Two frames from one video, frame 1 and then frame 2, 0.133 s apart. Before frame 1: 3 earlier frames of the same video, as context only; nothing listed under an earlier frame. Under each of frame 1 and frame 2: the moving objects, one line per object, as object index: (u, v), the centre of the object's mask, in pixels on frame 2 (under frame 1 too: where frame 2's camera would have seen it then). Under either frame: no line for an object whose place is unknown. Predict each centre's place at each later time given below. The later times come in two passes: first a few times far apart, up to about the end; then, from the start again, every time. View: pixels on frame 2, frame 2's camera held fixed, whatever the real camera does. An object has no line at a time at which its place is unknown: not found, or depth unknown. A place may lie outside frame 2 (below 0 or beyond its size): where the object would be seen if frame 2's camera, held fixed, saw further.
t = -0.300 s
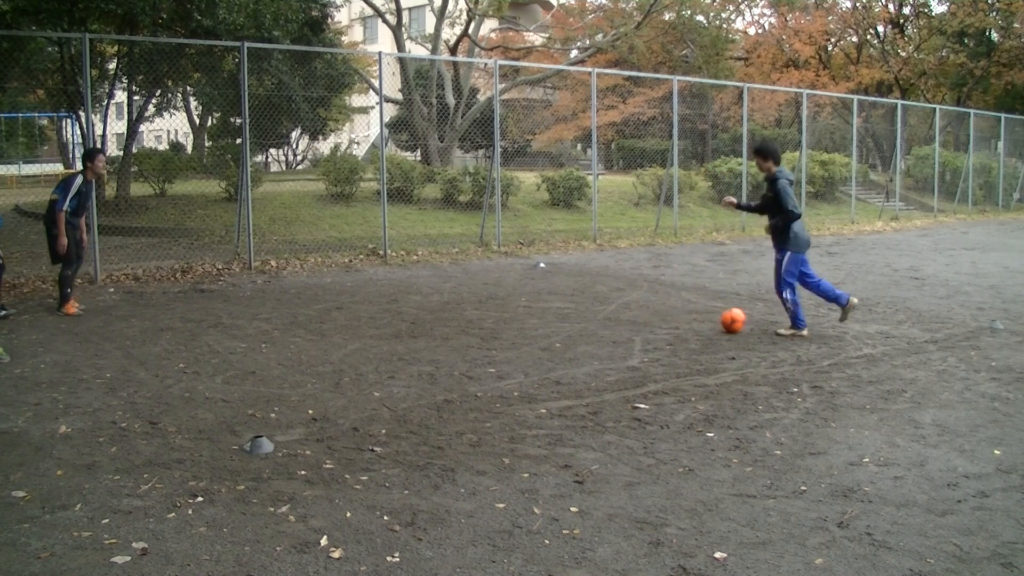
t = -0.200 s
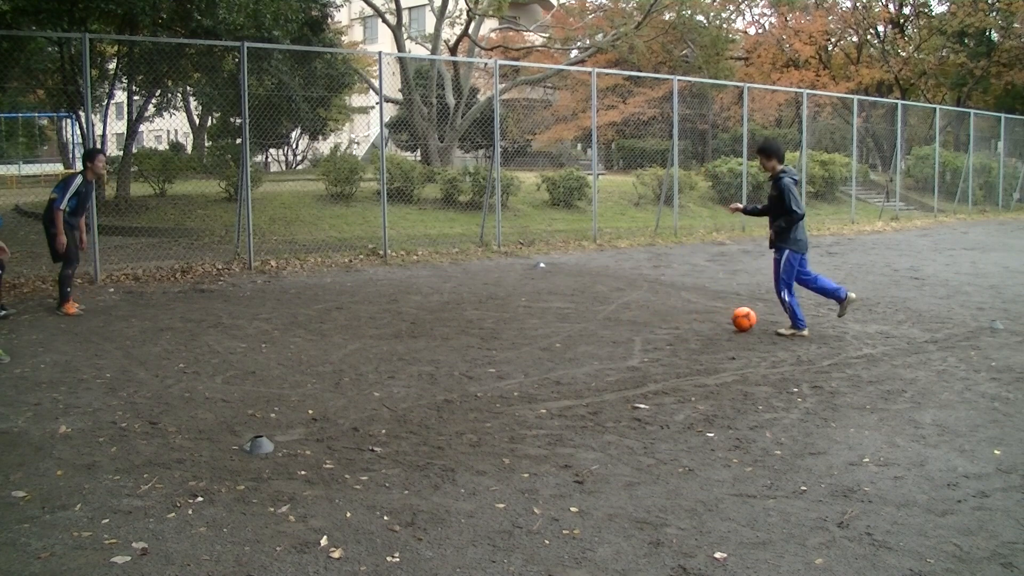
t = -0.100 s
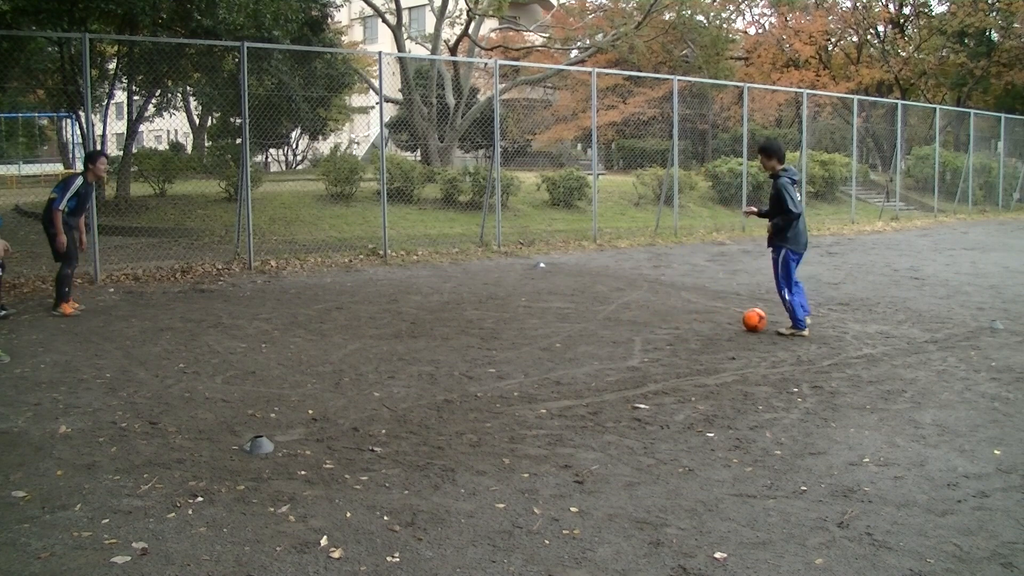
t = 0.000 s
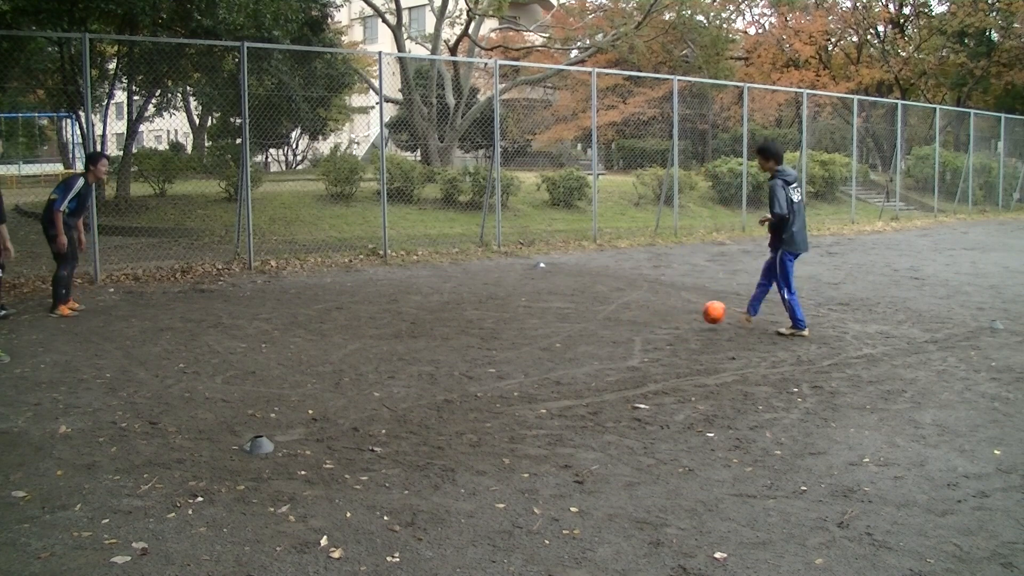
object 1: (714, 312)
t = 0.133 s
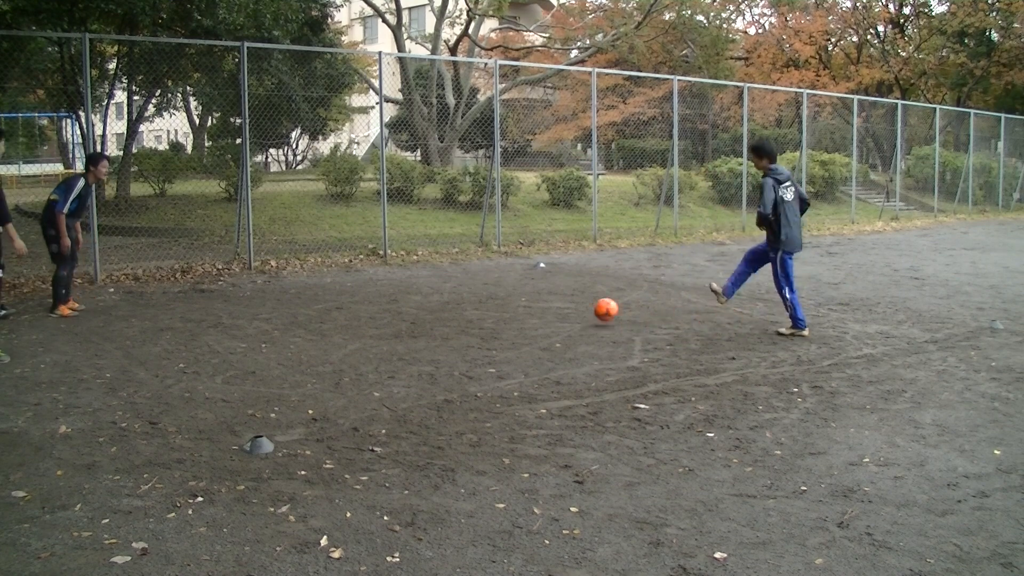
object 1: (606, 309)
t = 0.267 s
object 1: (510, 311)
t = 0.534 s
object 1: (369, 308)
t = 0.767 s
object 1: (275, 304)
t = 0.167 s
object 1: (580, 311)
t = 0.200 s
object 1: (554, 313)
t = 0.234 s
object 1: (532, 311)
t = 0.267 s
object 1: (510, 311)
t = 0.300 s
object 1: (489, 311)
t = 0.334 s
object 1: (469, 313)
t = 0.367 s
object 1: (450, 312)
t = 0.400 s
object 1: (432, 311)
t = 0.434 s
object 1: (415, 310)
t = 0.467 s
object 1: (399, 309)
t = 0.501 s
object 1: (384, 309)
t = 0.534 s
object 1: (369, 308)
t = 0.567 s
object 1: (355, 307)
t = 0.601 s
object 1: (341, 306)
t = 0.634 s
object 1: (327, 306)
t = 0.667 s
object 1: (314, 306)
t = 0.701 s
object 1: (300, 305)
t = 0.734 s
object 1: (287, 305)
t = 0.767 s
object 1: (275, 304)
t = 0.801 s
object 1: (262, 304)
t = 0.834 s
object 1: (249, 302)
